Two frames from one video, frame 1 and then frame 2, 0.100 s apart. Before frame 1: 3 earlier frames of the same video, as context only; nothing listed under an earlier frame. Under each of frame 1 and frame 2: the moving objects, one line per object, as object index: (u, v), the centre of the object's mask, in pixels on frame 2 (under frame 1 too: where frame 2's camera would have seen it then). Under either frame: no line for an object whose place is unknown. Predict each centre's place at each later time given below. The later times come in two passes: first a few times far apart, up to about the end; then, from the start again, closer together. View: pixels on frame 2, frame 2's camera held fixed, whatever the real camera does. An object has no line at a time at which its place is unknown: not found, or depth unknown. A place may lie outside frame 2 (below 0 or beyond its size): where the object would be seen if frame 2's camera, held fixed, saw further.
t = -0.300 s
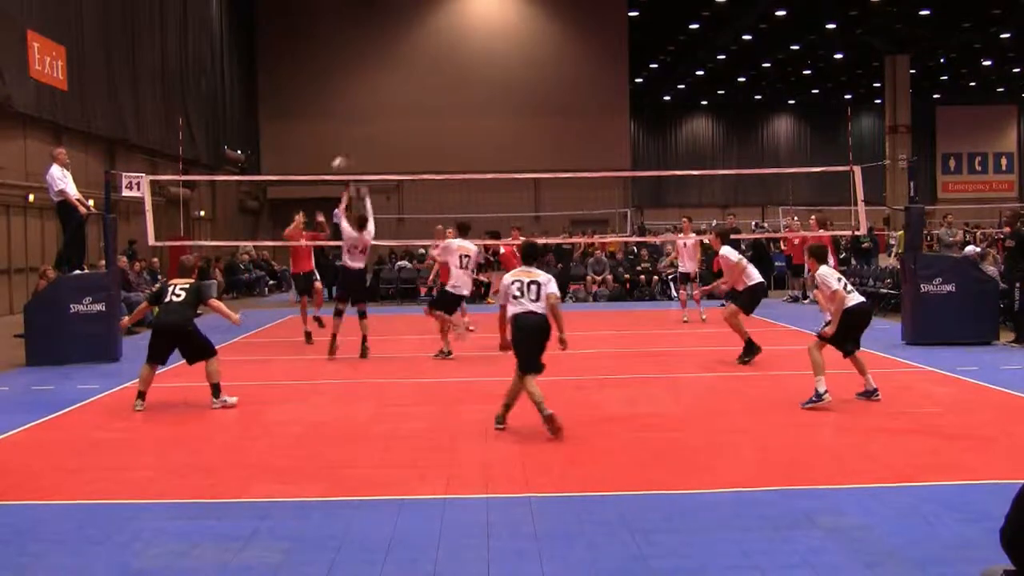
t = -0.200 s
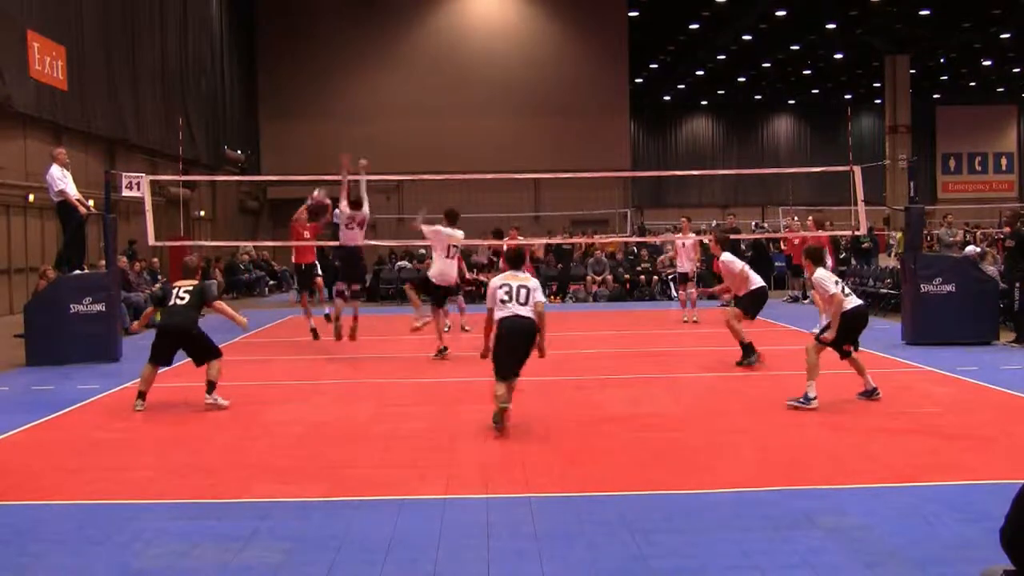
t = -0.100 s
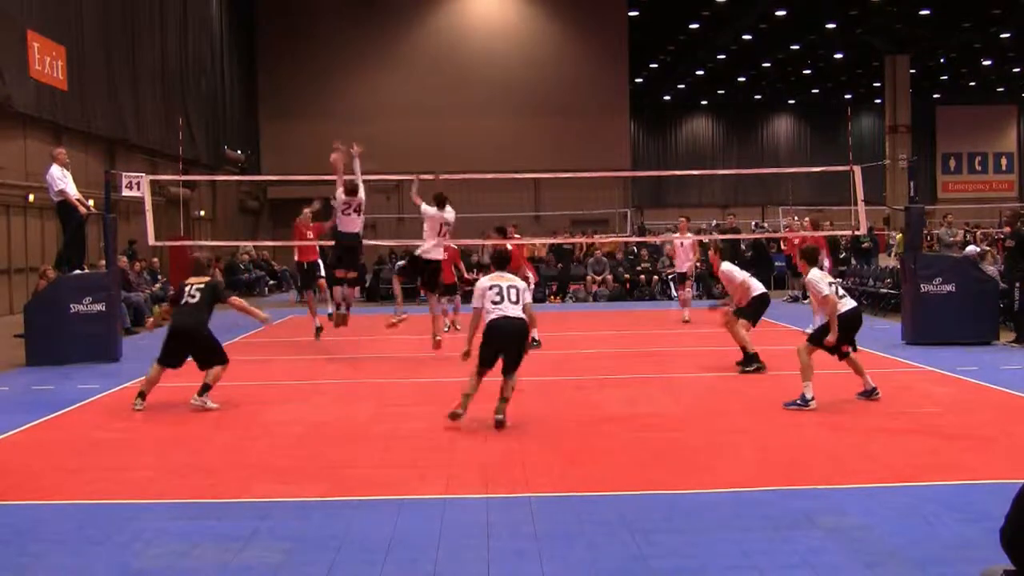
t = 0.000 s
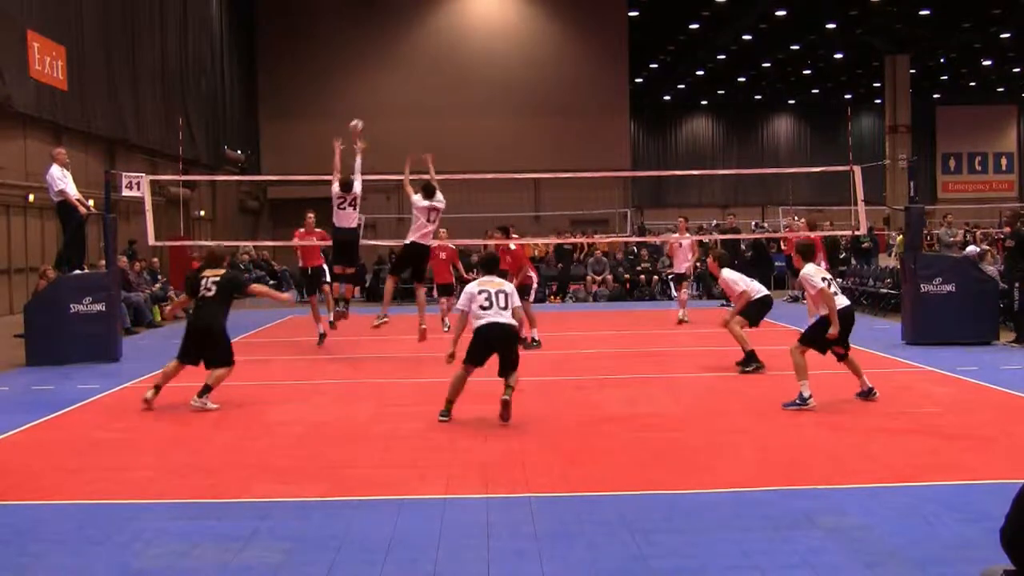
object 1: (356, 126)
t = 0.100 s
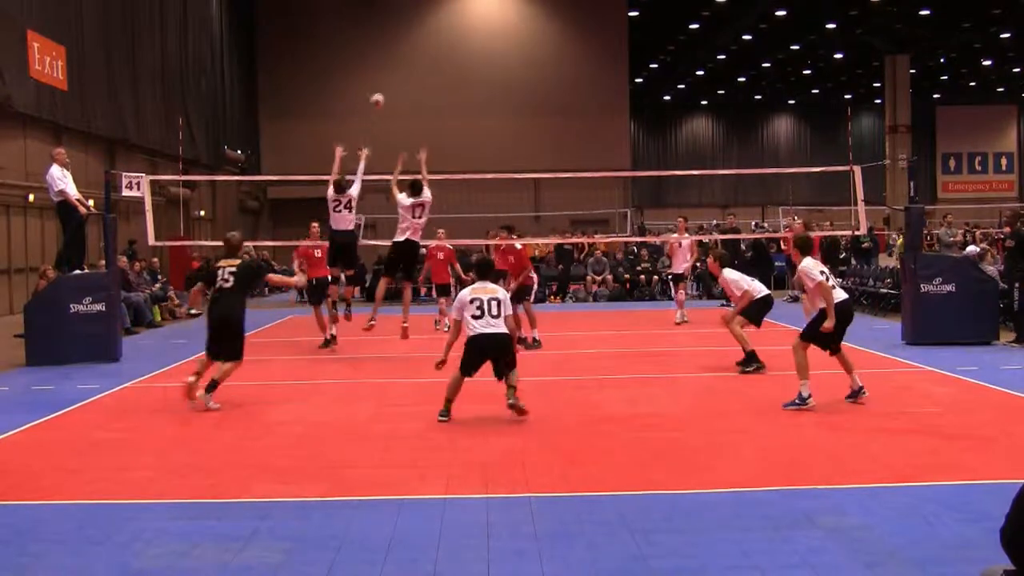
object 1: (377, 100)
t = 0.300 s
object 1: (425, 65)
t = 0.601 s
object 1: (506, 71)
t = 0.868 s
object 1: (593, 148)
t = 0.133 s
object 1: (384, 93)
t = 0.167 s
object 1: (392, 87)
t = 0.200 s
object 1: (400, 80)
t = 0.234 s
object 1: (409, 75)
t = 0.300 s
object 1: (425, 65)
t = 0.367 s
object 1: (443, 60)
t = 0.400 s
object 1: (452, 59)
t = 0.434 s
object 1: (461, 58)
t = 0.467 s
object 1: (469, 59)
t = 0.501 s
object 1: (478, 61)
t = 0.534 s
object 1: (488, 63)
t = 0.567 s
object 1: (496, 67)
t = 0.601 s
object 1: (506, 71)
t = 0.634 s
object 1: (517, 76)
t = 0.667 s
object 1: (529, 83)
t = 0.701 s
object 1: (539, 91)
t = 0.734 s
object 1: (550, 99)
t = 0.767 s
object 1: (560, 110)
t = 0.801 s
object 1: (571, 120)
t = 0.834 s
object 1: (582, 133)
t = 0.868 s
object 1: (593, 148)
